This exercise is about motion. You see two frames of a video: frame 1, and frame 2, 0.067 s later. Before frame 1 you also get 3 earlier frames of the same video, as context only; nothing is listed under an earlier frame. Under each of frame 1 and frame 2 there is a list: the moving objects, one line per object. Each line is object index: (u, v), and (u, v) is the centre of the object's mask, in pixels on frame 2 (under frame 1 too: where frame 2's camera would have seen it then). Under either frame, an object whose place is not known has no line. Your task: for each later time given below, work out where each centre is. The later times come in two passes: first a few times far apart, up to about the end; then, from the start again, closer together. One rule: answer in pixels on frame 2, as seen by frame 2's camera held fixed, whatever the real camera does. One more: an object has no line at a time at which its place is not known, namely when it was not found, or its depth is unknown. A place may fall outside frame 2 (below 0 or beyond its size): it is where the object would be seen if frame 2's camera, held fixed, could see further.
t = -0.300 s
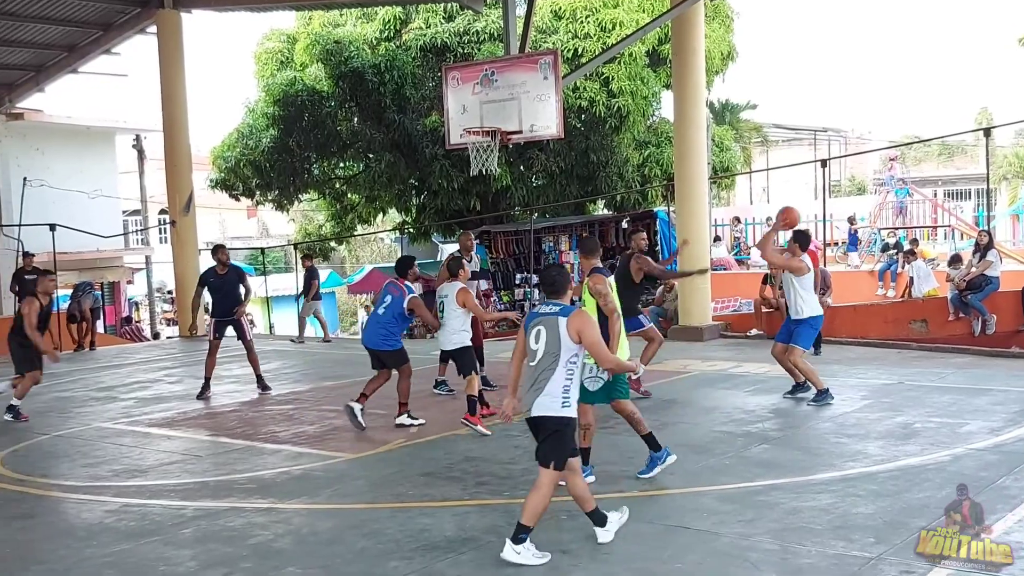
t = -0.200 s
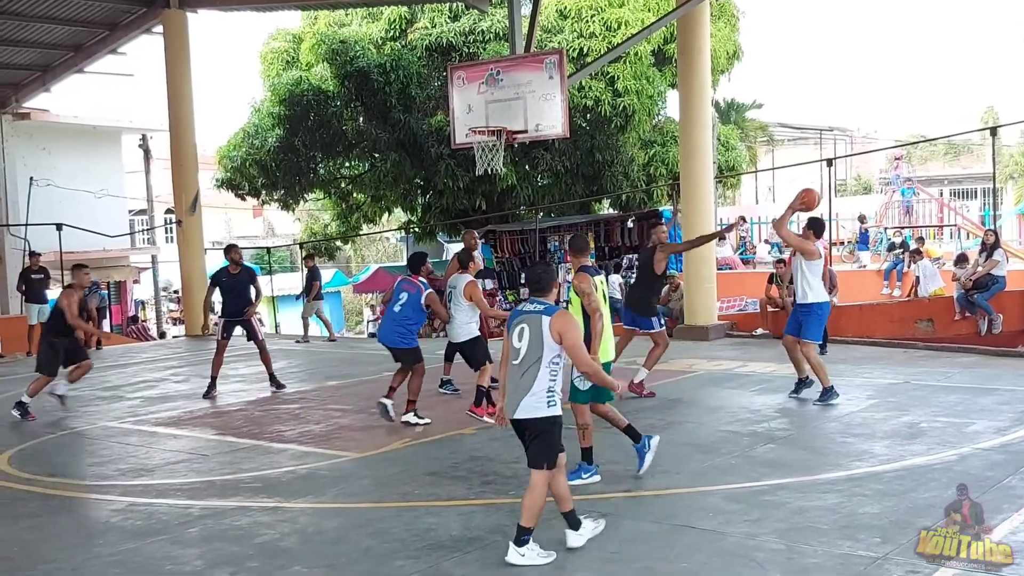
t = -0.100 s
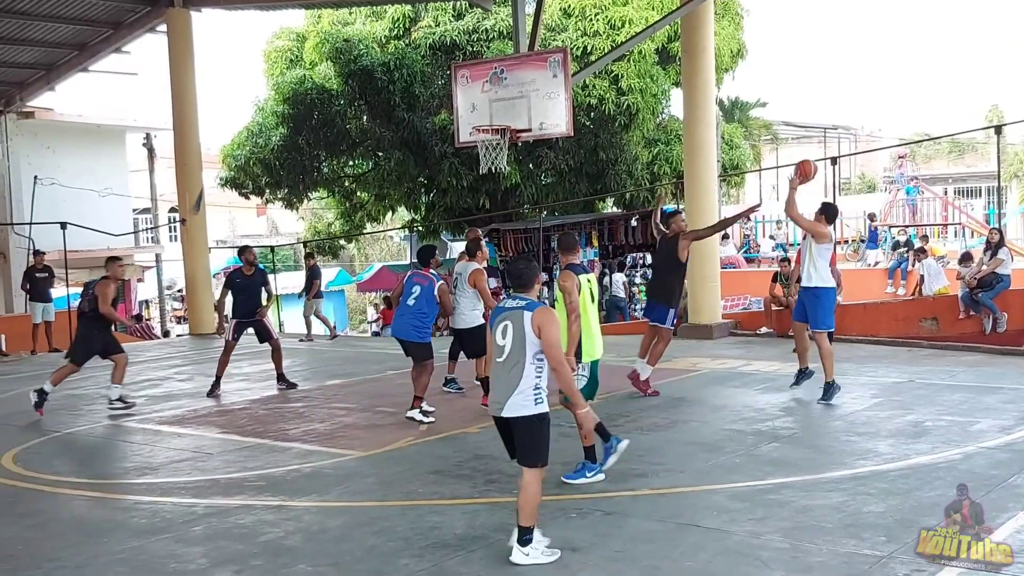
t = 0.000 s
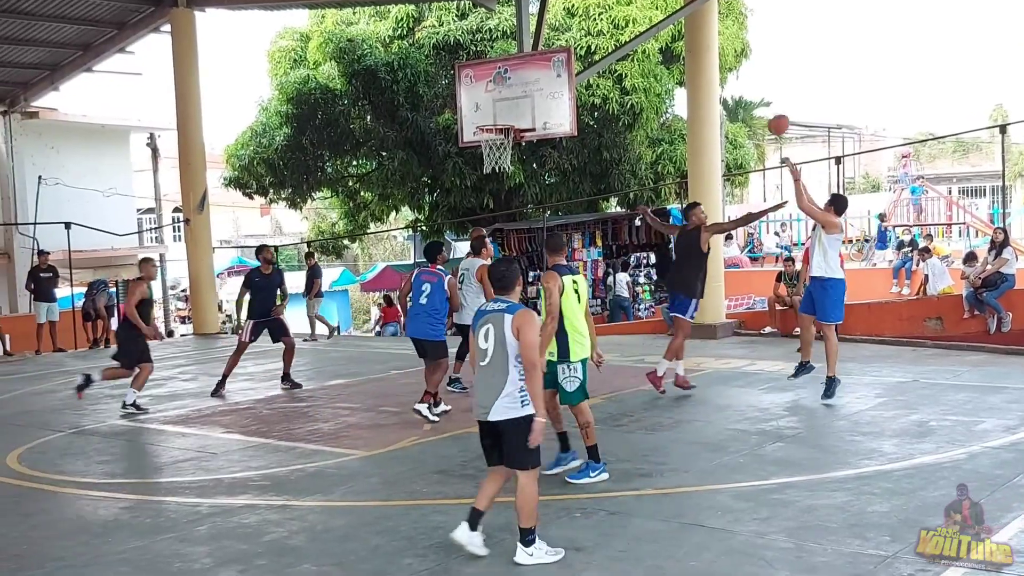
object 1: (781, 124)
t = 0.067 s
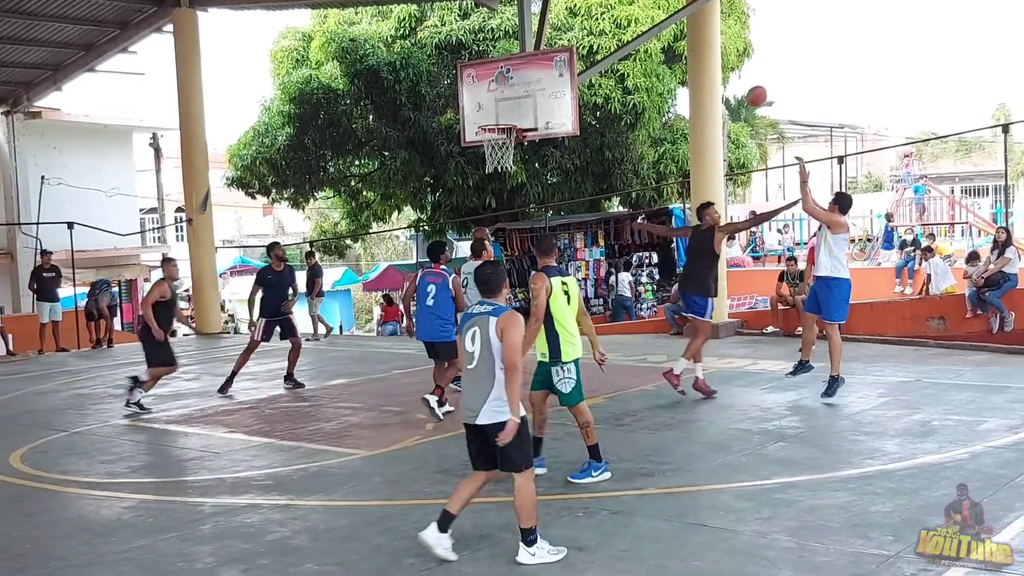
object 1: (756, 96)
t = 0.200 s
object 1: (707, 54)
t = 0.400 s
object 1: (641, 24)
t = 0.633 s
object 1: (571, 37)
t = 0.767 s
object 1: (535, 63)
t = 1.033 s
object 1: (506, 114)
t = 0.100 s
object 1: (743, 83)
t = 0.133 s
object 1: (731, 72)
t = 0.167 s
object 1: (720, 63)
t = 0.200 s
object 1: (707, 54)
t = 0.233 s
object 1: (696, 46)
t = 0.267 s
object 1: (685, 40)
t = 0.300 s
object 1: (674, 35)
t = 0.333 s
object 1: (663, 30)
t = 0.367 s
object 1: (652, 27)
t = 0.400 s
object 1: (641, 24)
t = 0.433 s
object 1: (630, 23)
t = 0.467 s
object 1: (621, 23)
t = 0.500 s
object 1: (610, 23)
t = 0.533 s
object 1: (600, 26)
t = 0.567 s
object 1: (591, 28)
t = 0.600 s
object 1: (581, 32)
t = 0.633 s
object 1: (571, 37)
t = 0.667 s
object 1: (562, 41)
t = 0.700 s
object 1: (553, 48)
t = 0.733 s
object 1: (544, 55)
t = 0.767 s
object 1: (535, 63)
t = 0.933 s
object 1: (493, 115)
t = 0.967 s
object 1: (490, 123)
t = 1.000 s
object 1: (498, 118)
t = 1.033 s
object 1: (506, 114)
